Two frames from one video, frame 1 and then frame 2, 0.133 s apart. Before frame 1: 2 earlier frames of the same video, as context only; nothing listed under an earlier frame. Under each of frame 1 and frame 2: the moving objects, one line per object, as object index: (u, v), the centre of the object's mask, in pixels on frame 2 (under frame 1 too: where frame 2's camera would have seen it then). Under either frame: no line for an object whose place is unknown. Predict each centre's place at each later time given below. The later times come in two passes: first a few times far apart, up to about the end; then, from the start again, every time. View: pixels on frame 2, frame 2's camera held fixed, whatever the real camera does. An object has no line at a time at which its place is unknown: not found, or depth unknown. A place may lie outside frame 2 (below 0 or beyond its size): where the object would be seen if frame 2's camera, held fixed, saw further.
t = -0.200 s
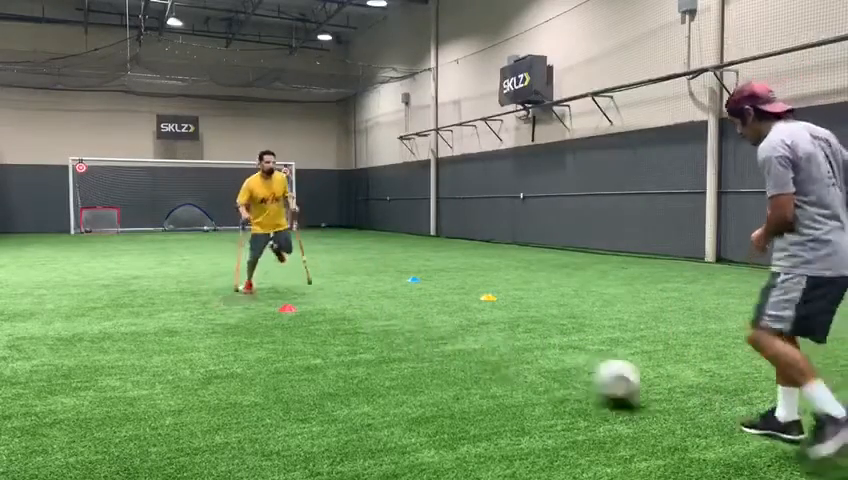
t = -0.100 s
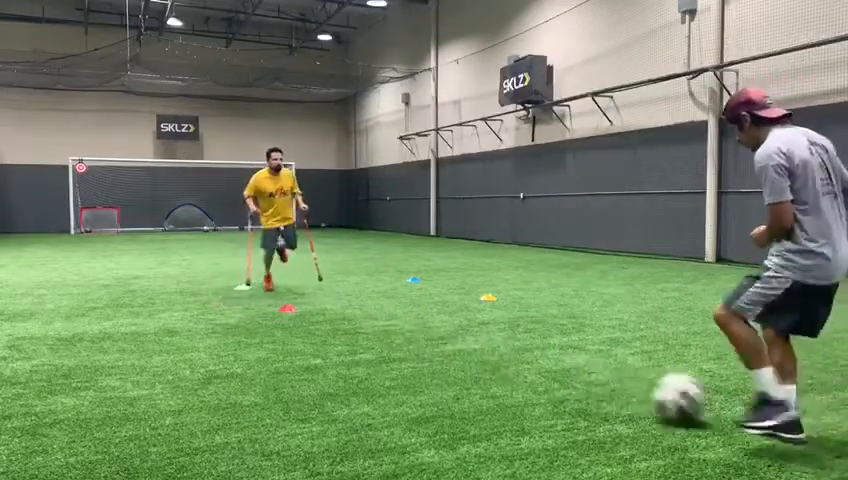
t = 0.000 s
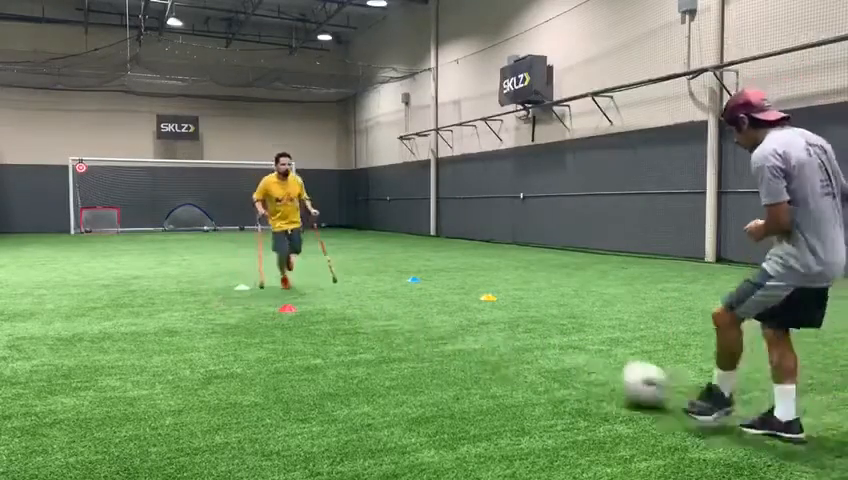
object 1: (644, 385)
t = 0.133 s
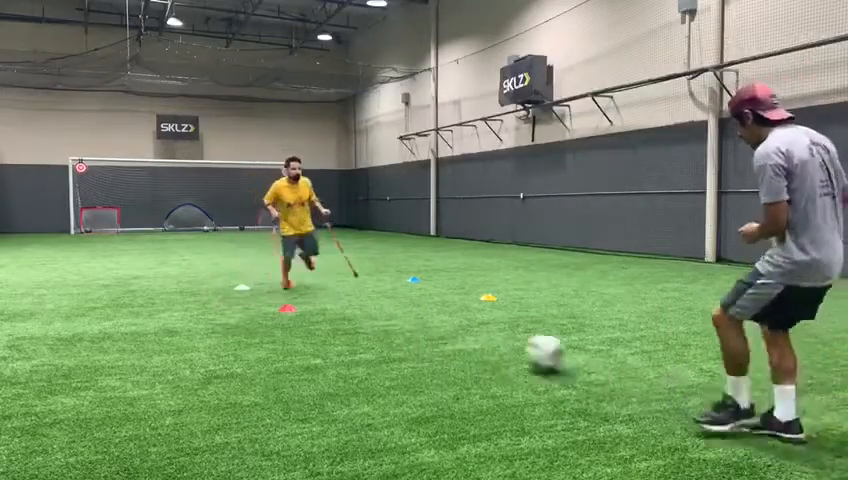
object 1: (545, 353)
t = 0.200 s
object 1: (511, 343)
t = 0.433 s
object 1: (439, 319)
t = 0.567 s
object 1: (417, 310)
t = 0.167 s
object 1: (527, 348)
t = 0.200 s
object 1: (511, 343)
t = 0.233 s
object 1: (496, 339)
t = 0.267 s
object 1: (484, 336)
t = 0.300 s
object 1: (474, 331)
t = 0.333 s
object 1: (464, 327)
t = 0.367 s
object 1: (454, 326)
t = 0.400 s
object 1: (447, 322)
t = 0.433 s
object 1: (439, 319)
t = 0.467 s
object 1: (432, 317)
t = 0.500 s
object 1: (425, 316)
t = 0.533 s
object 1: (419, 313)
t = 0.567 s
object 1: (417, 310)
